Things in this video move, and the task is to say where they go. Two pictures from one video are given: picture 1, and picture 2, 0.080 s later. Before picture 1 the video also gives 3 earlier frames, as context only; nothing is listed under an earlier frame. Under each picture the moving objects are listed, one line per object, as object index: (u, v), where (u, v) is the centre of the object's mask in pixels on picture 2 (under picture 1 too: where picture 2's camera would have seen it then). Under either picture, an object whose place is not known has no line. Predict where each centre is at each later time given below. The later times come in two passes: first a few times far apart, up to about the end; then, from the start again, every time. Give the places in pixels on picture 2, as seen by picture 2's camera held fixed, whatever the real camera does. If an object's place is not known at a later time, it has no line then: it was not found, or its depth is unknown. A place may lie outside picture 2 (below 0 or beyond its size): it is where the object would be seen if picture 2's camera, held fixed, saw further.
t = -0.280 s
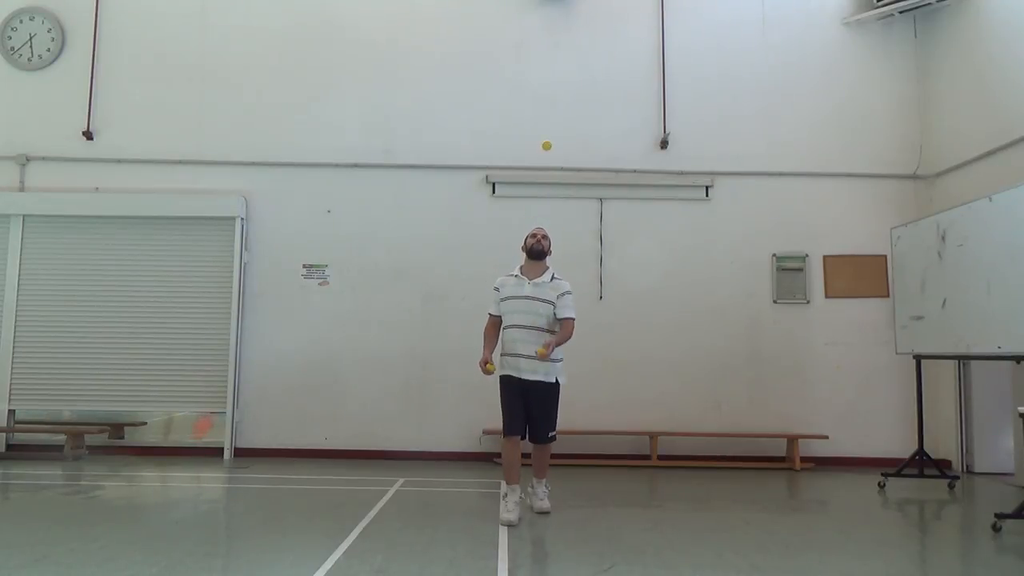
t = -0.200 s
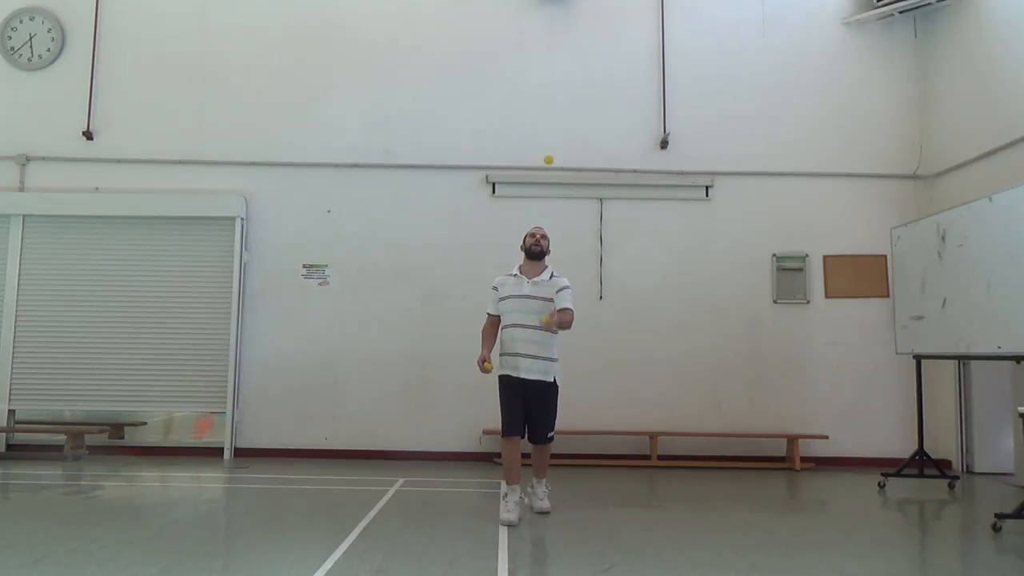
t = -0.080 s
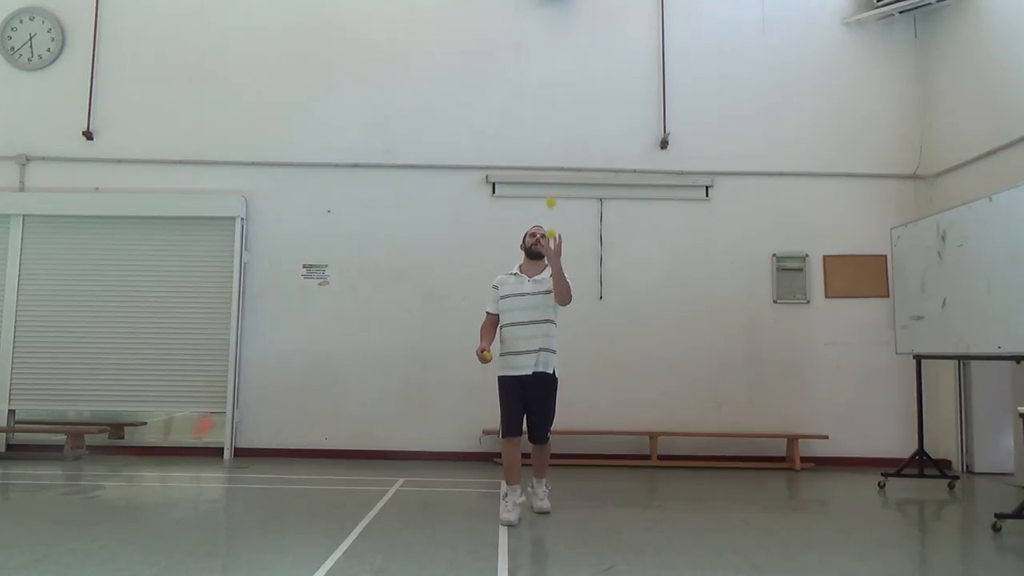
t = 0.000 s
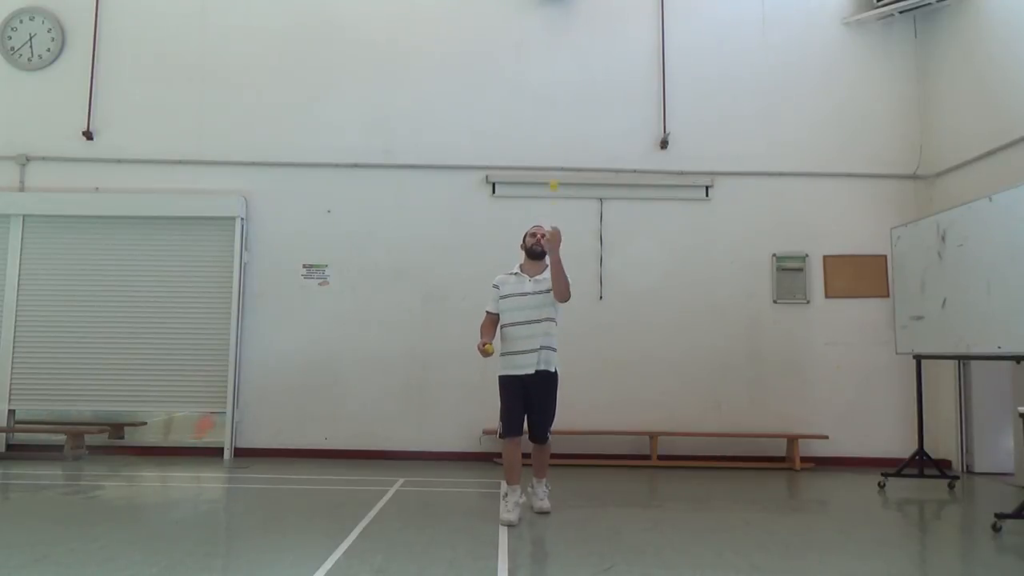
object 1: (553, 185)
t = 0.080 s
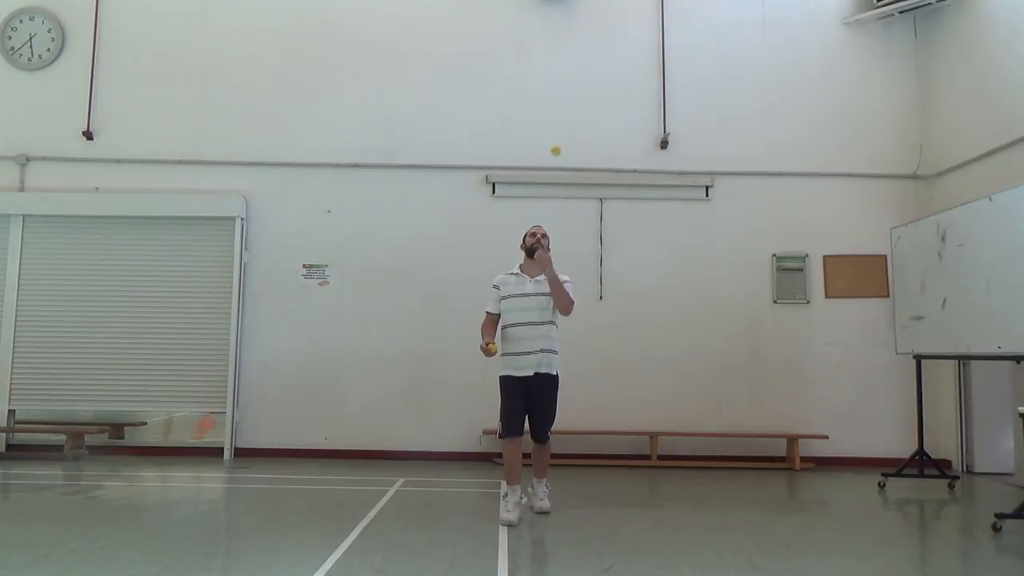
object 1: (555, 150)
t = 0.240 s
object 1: (560, 114)
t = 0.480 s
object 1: (567, 145)
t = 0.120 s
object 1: (557, 136)
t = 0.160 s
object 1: (558, 126)
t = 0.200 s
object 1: (559, 118)
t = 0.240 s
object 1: (560, 114)
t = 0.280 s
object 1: (561, 112)
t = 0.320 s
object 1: (562, 113)
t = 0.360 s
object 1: (563, 116)
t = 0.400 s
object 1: (564, 122)
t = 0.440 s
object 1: (566, 132)
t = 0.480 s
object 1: (567, 145)
